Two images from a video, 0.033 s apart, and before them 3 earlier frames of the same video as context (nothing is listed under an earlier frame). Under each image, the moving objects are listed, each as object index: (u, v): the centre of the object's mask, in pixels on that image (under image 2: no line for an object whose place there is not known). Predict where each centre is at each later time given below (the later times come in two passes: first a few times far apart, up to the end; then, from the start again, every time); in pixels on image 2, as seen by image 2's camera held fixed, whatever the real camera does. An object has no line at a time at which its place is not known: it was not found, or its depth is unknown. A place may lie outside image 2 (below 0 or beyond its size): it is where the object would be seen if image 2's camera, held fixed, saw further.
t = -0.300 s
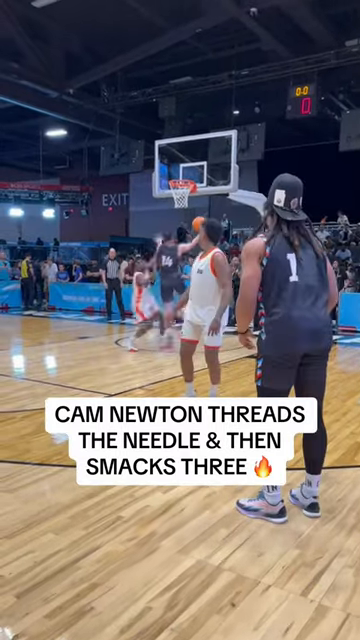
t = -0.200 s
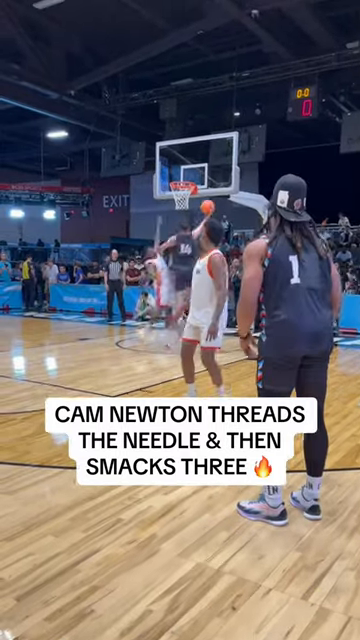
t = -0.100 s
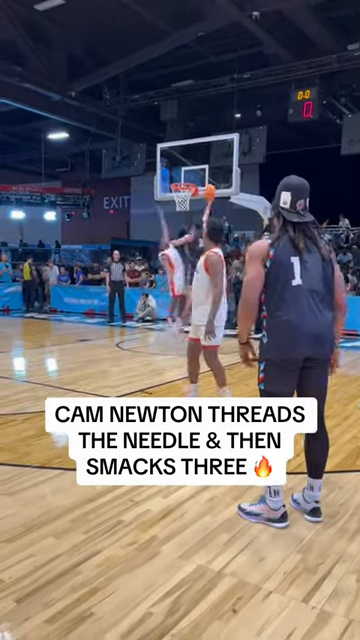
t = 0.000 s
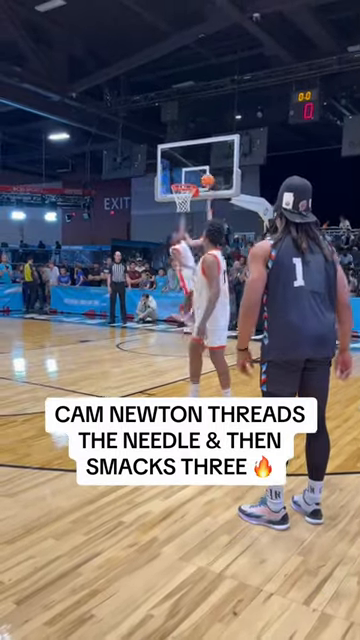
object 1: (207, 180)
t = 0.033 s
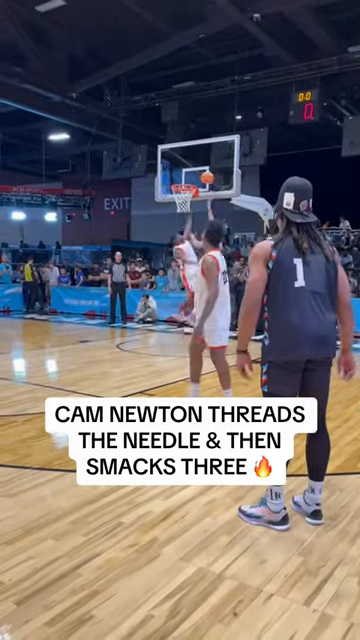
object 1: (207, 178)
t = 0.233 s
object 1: (195, 172)
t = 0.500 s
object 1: (179, 189)
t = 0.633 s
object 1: (184, 207)
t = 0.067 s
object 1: (206, 176)
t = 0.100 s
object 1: (204, 174)
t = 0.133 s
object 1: (201, 172)
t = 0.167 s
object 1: (200, 172)
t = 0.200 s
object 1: (197, 171)
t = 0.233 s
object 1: (195, 172)
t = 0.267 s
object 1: (192, 172)
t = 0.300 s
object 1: (190, 174)
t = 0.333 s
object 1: (188, 176)
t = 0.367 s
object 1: (185, 179)
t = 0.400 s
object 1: (183, 183)
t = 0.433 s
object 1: (183, 185)
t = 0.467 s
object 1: (181, 188)
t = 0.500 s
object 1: (179, 189)
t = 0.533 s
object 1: (180, 190)
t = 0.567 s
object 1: (183, 204)
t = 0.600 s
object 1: (184, 205)
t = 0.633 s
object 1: (184, 207)
